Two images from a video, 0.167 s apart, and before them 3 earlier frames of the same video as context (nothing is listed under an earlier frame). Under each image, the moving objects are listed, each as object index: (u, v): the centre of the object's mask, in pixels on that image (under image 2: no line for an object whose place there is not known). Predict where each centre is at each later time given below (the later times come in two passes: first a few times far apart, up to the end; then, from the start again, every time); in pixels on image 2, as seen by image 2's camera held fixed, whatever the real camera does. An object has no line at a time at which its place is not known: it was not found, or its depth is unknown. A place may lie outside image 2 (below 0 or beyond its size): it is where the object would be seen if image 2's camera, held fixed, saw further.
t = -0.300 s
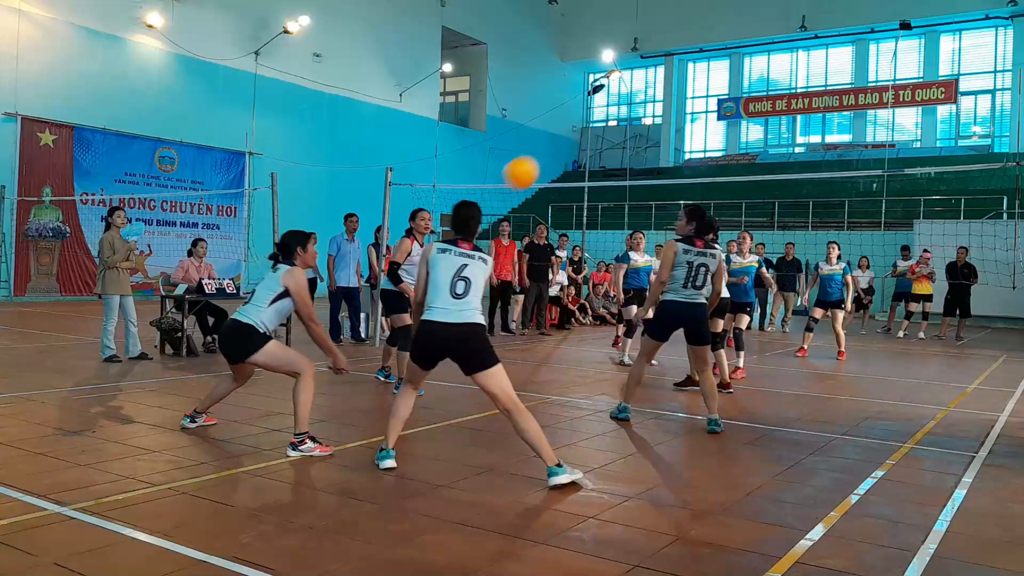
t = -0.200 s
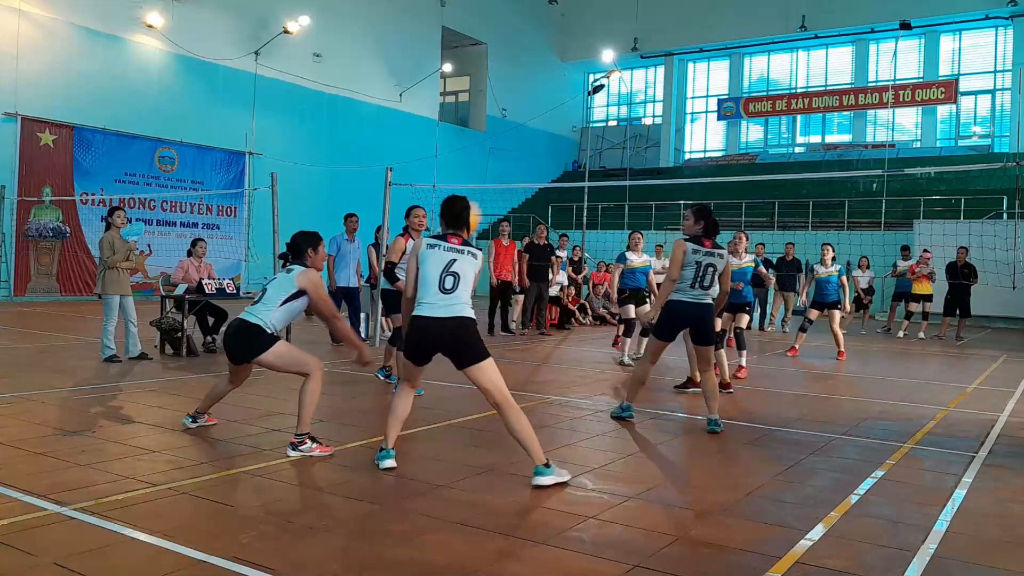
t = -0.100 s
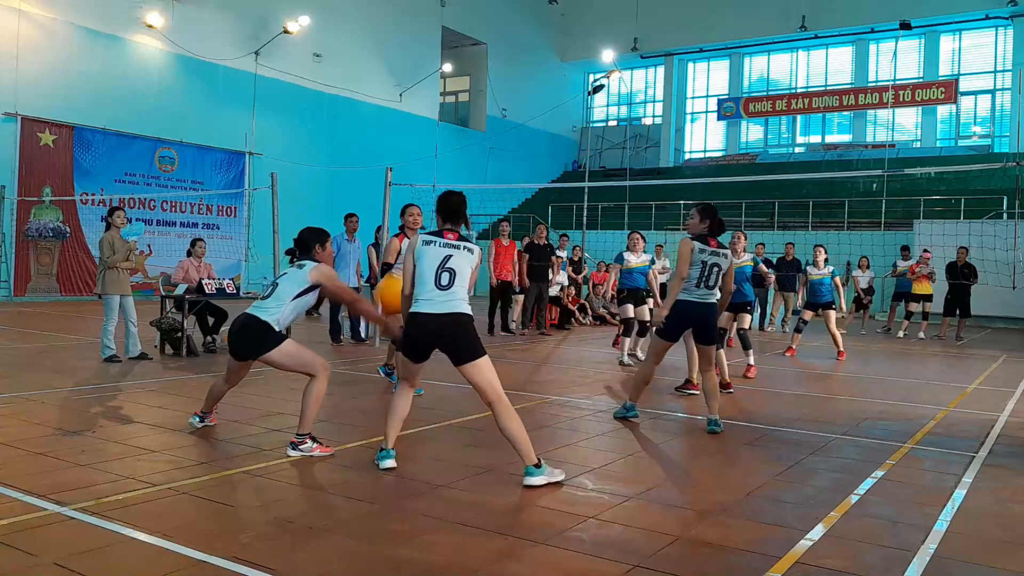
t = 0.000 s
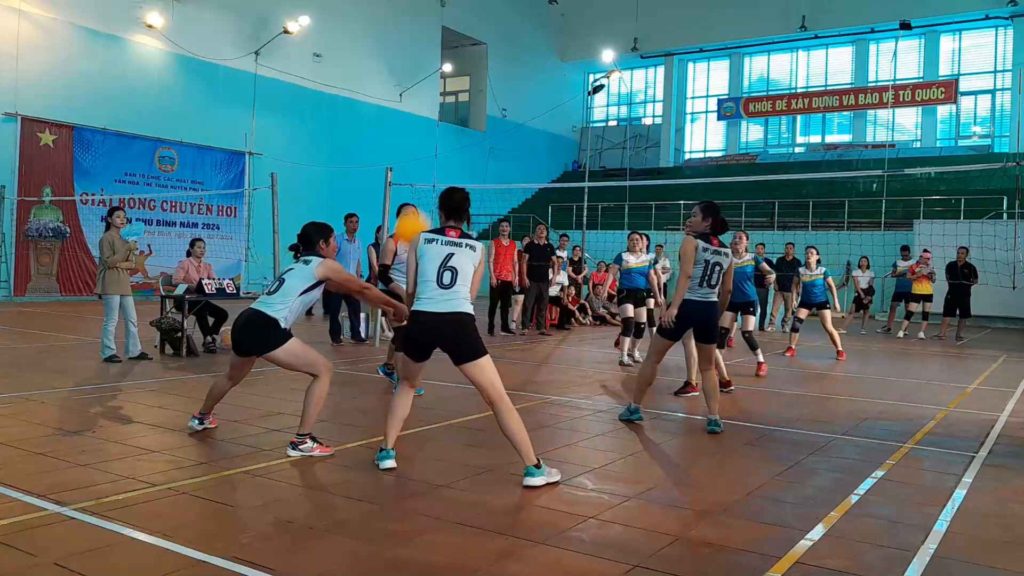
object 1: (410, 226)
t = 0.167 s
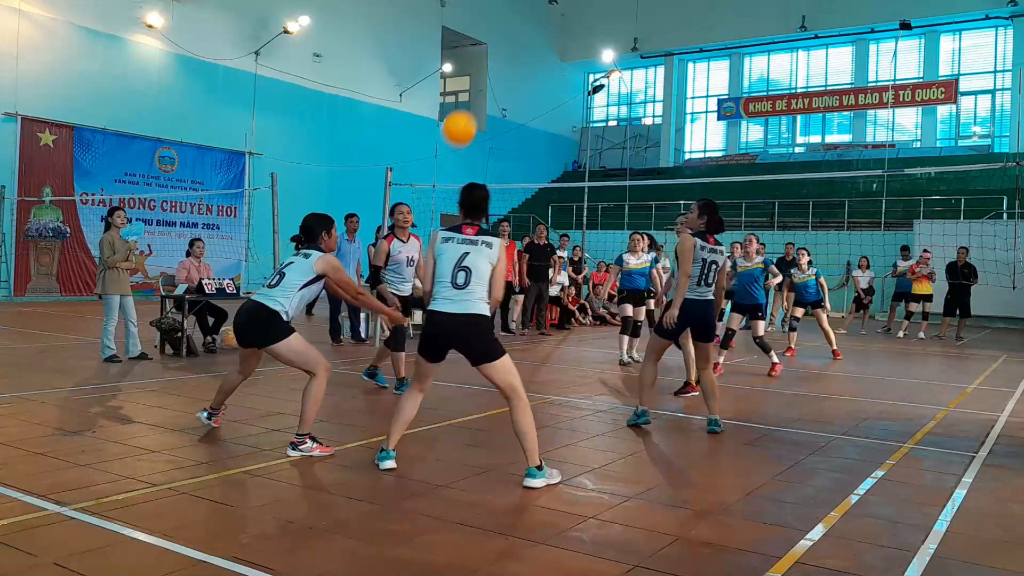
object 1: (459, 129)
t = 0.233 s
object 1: (476, 101)
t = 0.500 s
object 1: (533, 62)
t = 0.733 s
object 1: (574, 104)
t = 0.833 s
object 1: (589, 140)
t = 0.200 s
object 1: (468, 114)
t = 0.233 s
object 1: (476, 101)
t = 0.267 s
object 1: (484, 90)
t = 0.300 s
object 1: (491, 81)
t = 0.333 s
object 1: (499, 74)
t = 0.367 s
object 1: (507, 69)
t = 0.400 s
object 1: (513, 65)
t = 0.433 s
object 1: (520, 63)
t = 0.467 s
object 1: (527, 62)
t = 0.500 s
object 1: (533, 62)
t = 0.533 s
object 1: (540, 64)
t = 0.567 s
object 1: (546, 68)
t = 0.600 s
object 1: (552, 72)
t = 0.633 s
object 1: (558, 78)
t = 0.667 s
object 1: (564, 86)
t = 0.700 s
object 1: (569, 94)
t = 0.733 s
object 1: (574, 104)
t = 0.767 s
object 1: (579, 115)
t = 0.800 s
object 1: (584, 128)
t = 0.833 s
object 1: (589, 140)
